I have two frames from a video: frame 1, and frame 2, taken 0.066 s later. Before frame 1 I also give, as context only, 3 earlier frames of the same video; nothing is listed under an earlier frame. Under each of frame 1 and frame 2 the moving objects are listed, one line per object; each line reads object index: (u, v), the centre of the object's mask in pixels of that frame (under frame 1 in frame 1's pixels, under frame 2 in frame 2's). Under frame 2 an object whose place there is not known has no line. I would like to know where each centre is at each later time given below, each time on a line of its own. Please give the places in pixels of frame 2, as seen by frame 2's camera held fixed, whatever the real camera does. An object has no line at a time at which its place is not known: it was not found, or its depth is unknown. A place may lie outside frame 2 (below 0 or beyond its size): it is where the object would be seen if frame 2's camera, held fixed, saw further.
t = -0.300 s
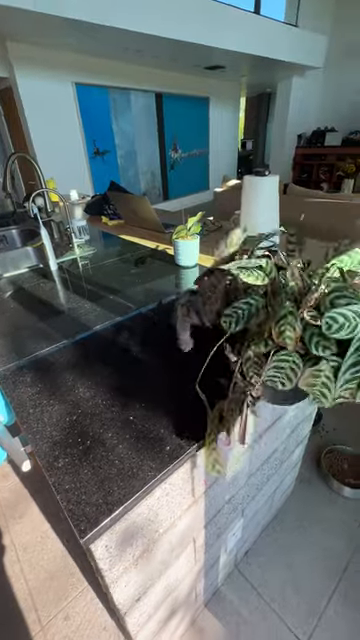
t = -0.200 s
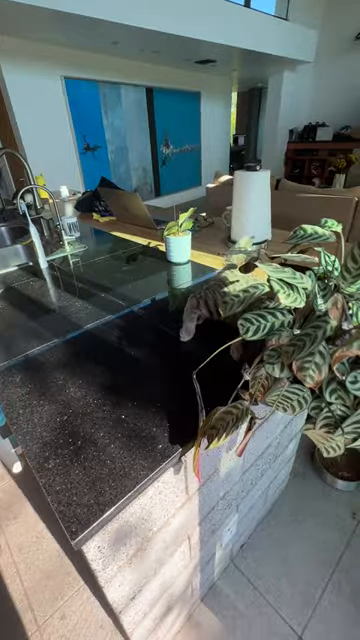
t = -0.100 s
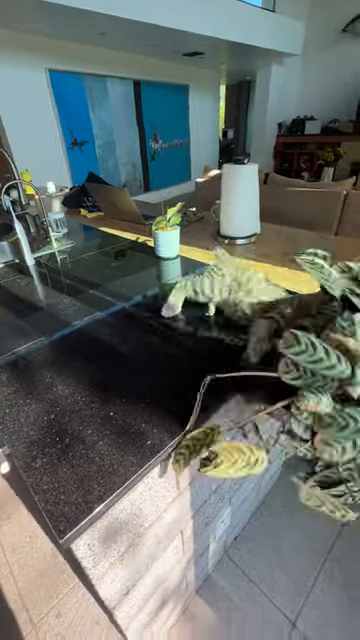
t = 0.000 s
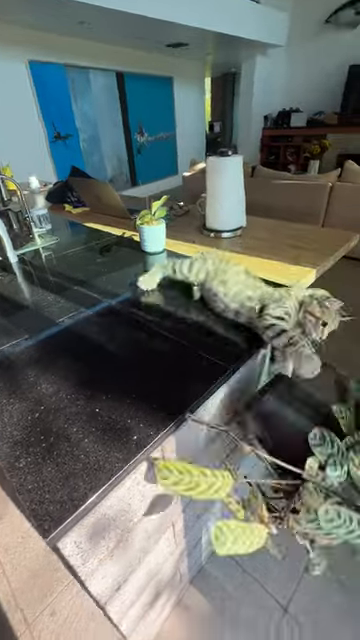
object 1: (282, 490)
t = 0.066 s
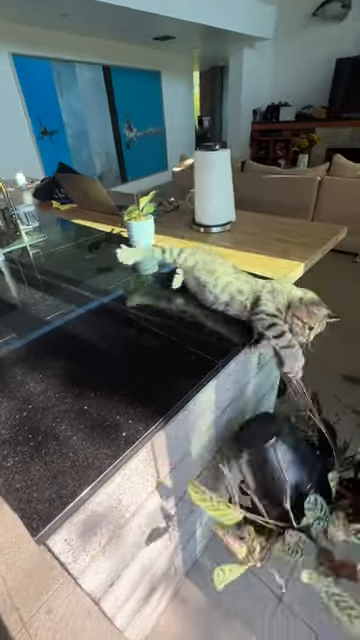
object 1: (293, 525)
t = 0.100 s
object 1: (304, 522)
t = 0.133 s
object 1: (316, 528)
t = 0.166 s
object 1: (289, 535)
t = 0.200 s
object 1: (279, 545)
